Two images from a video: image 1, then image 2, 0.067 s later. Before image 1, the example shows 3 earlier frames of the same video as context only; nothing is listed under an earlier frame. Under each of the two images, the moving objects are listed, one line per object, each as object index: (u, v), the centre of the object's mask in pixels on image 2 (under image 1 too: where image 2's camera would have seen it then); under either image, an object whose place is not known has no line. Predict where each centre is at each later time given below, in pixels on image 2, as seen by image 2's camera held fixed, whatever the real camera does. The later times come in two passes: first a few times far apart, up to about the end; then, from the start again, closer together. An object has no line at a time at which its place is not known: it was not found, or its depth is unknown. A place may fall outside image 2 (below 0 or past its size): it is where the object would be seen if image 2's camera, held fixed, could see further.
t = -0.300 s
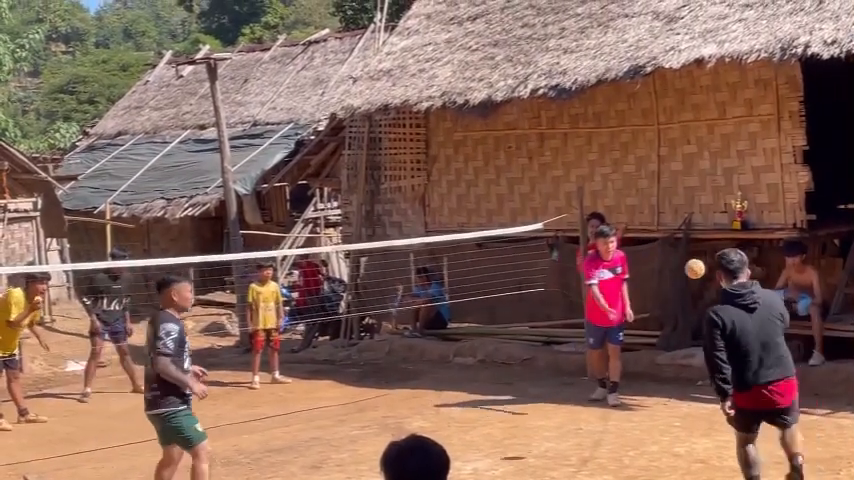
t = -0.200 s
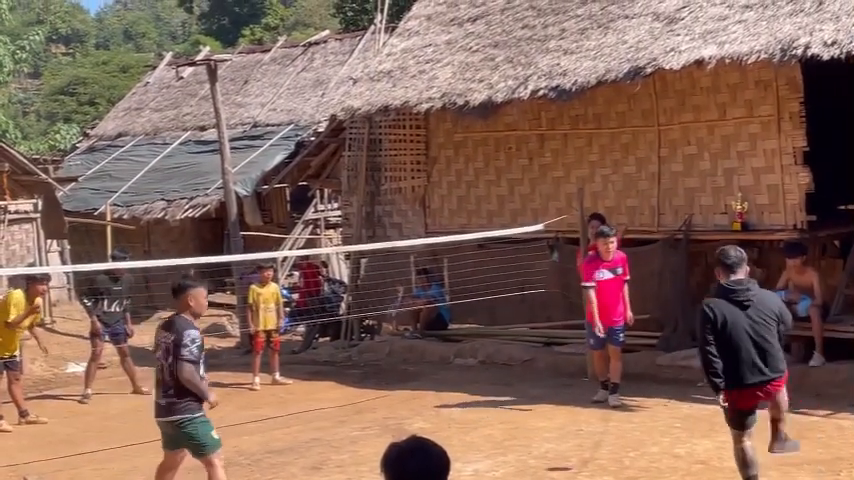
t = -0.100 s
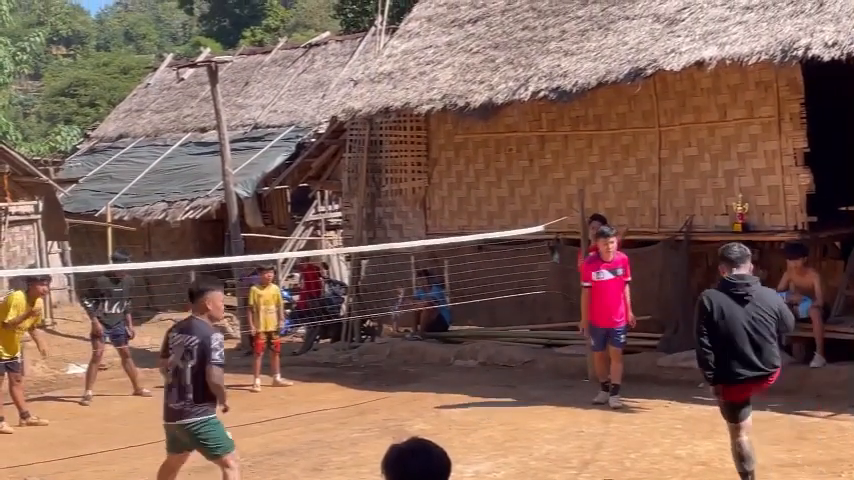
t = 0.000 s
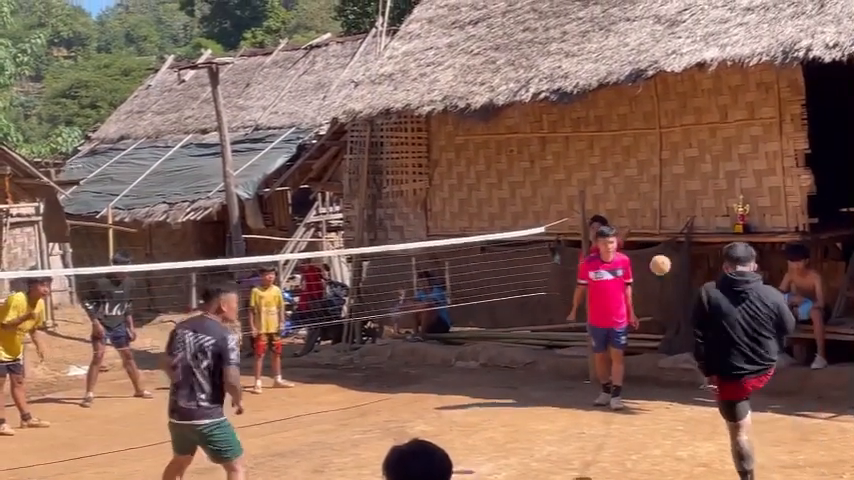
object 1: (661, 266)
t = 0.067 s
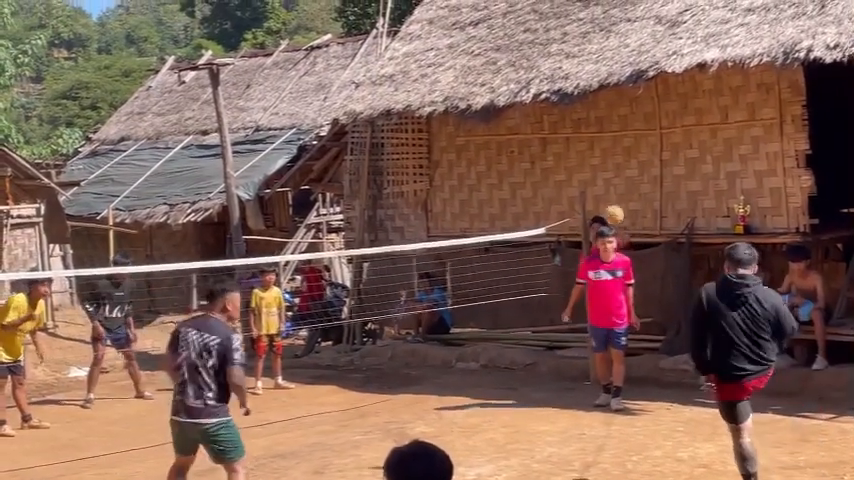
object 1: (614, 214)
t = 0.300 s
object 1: (468, 101)
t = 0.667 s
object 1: (298, 88)
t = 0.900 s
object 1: (217, 154)
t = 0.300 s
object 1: (468, 101)
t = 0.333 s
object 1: (452, 93)
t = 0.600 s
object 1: (326, 80)
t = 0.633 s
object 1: (314, 80)
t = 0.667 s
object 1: (298, 88)
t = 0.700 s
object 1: (287, 94)
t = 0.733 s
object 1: (274, 100)
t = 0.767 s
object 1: (263, 110)
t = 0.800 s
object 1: (248, 120)
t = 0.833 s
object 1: (240, 128)
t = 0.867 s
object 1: (227, 143)
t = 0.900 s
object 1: (217, 154)
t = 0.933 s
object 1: (207, 169)
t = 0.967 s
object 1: (197, 181)
